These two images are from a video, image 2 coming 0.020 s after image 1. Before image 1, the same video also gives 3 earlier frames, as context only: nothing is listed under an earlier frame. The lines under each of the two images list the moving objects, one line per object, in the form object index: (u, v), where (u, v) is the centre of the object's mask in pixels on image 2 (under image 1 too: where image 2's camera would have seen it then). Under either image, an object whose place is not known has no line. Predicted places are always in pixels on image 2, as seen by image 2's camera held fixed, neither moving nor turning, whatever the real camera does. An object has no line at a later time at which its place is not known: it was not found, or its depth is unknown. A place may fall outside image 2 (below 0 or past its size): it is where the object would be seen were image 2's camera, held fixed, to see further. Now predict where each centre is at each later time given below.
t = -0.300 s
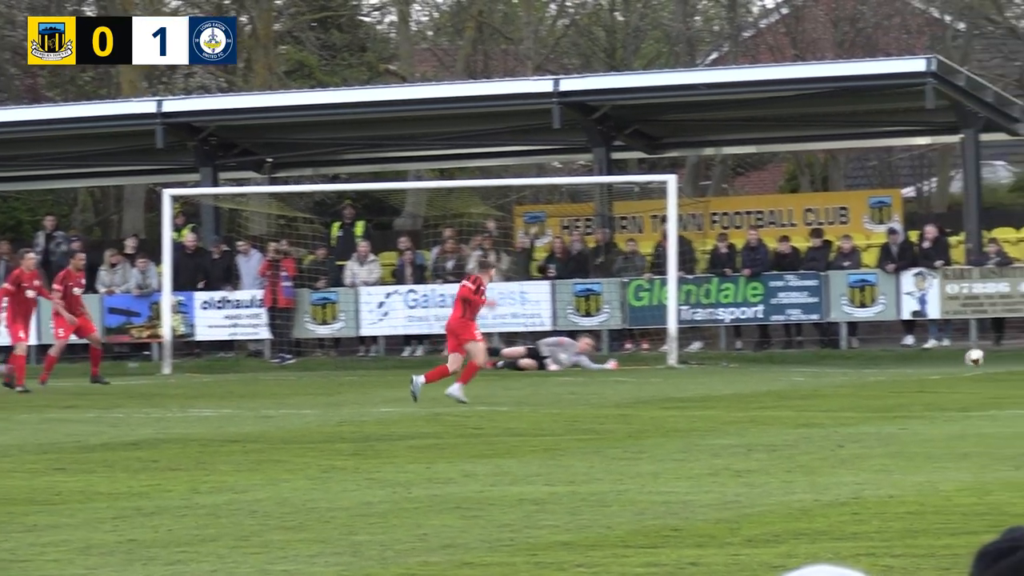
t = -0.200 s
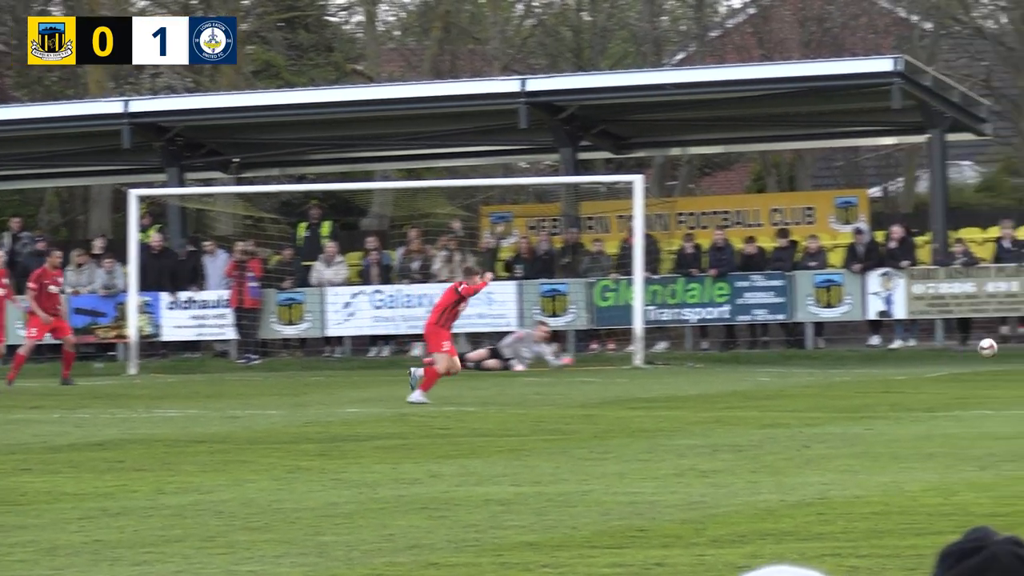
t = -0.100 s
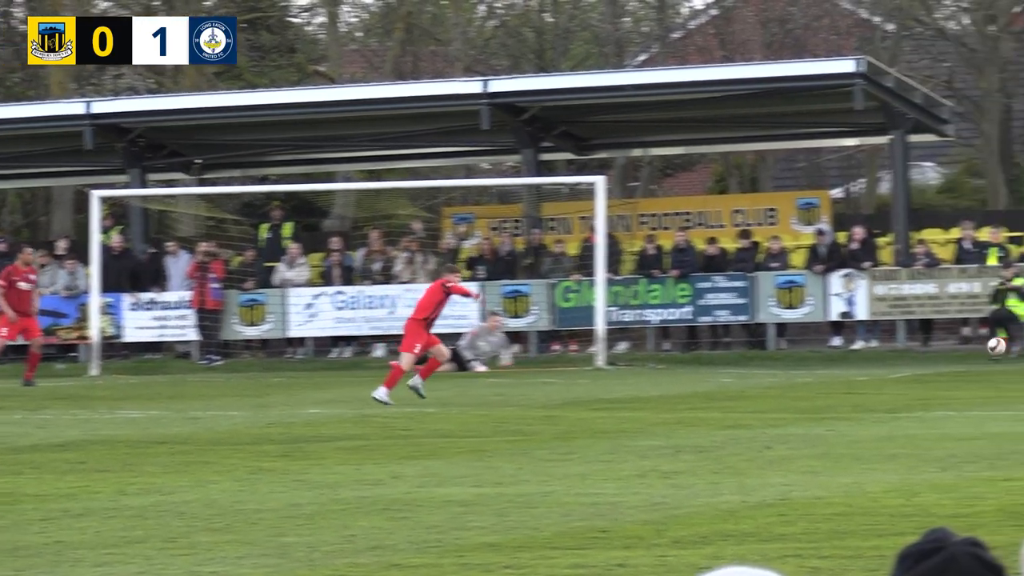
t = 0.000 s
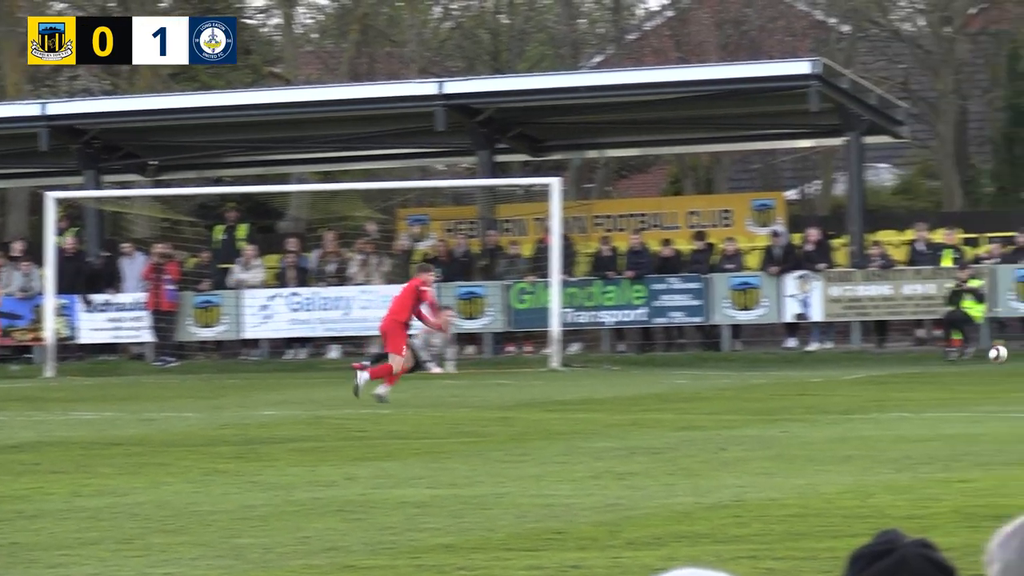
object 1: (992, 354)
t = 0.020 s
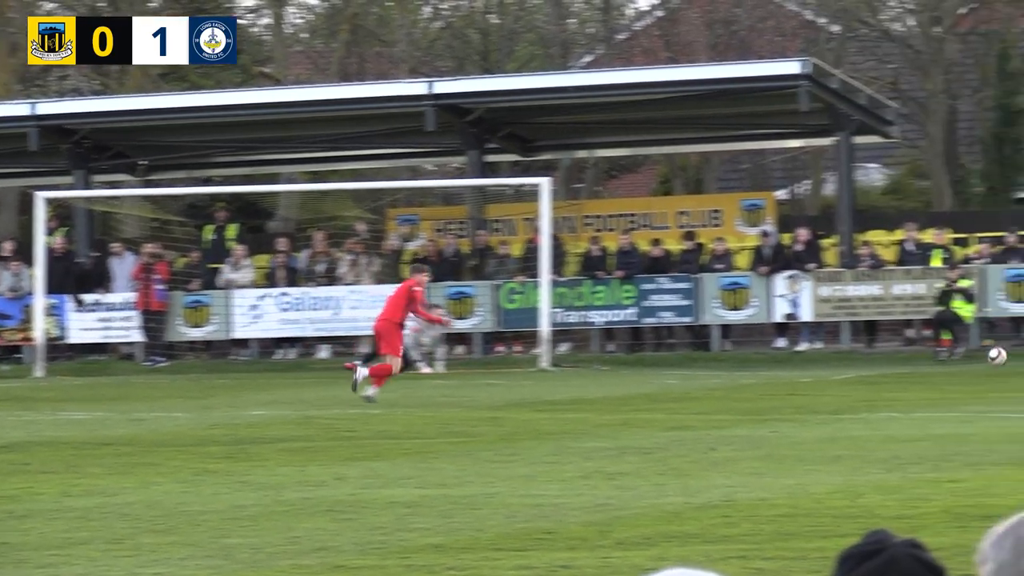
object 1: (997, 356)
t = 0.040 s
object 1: (1004, 360)
